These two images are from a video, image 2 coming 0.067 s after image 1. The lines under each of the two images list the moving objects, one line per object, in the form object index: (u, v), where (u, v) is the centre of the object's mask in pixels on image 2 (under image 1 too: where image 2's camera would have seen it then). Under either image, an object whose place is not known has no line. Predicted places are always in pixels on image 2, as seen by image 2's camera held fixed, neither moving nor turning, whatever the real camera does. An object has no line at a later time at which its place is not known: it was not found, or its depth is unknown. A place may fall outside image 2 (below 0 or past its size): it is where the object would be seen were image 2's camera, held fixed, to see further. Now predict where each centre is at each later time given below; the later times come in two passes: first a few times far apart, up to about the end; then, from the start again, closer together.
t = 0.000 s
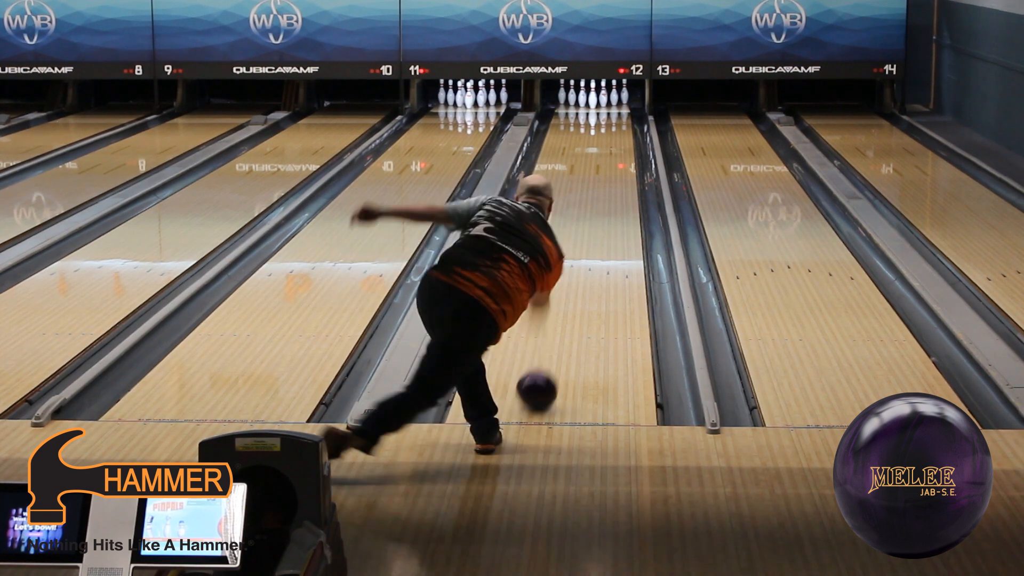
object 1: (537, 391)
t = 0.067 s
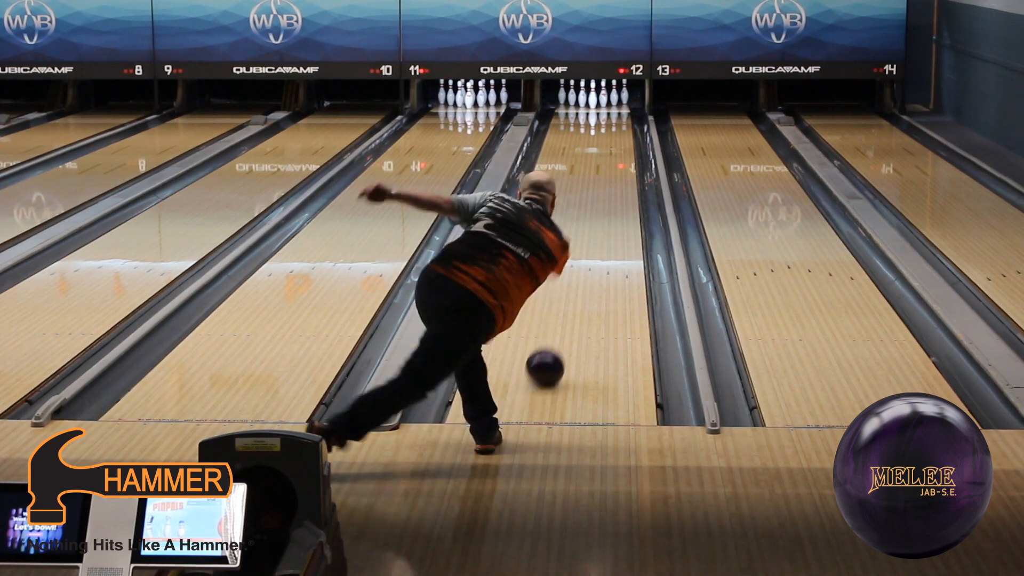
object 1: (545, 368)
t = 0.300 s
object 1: (568, 302)
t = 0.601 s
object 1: (587, 246)
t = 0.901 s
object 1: (600, 200)
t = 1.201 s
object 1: (608, 168)
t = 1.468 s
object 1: (613, 146)
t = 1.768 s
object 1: (615, 126)
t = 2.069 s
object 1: (609, 112)
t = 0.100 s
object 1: (549, 357)
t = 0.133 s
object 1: (552, 347)
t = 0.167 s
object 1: (556, 337)
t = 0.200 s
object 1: (559, 328)
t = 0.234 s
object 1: (562, 318)
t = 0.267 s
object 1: (565, 310)
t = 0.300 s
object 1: (568, 302)
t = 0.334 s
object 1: (570, 294)
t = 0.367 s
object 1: (572, 287)
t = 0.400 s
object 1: (575, 280)
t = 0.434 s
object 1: (577, 273)
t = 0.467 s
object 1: (579, 266)
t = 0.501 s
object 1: (581, 260)
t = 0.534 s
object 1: (583, 253)
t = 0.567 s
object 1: (585, 249)
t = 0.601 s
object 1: (587, 246)
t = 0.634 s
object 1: (589, 244)
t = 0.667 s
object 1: (590, 244)
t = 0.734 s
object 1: (593, 221)
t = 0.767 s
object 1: (595, 218)
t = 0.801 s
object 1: (596, 213)
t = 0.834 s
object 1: (597, 209)
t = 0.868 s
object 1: (598, 204)
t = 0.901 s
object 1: (600, 200)
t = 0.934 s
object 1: (601, 196)
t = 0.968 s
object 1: (602, 192)
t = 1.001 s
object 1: (603, 189)
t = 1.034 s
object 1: (604, 185)
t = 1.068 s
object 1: (605, 181)
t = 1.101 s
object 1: (606, 178)
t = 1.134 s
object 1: (607, 175)
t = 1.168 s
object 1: (607, 171)
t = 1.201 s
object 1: (608, 168)
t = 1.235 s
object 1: (609, 165)
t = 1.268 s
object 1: (609, 162)
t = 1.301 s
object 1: (610, 159)
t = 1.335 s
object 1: (611, 157)
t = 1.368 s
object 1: (611, 154)
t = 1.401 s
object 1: (612, 151)
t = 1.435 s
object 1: (613, 149)
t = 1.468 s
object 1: (613, 146)
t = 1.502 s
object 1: (614, 144)
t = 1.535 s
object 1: (614, 142)
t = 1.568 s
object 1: (614, 139)
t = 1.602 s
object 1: (615, 137)
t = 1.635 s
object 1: (615, 135)
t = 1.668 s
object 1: (615, 133)
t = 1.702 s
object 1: (615, 131)
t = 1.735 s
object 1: (615, 129)
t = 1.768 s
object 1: (615, 126)
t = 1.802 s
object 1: (614, 124)
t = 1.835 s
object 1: (614, 123)
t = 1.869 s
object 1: (614, 121)
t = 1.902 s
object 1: (613, 119)
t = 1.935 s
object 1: (613, 118)
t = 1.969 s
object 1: (611, 116)
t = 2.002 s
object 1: (611, 114)
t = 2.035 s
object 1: (609, 113)
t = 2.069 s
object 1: (609, 112)
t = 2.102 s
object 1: (607, 110)
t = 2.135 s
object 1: (606, 108)
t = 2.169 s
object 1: (604, 107)
